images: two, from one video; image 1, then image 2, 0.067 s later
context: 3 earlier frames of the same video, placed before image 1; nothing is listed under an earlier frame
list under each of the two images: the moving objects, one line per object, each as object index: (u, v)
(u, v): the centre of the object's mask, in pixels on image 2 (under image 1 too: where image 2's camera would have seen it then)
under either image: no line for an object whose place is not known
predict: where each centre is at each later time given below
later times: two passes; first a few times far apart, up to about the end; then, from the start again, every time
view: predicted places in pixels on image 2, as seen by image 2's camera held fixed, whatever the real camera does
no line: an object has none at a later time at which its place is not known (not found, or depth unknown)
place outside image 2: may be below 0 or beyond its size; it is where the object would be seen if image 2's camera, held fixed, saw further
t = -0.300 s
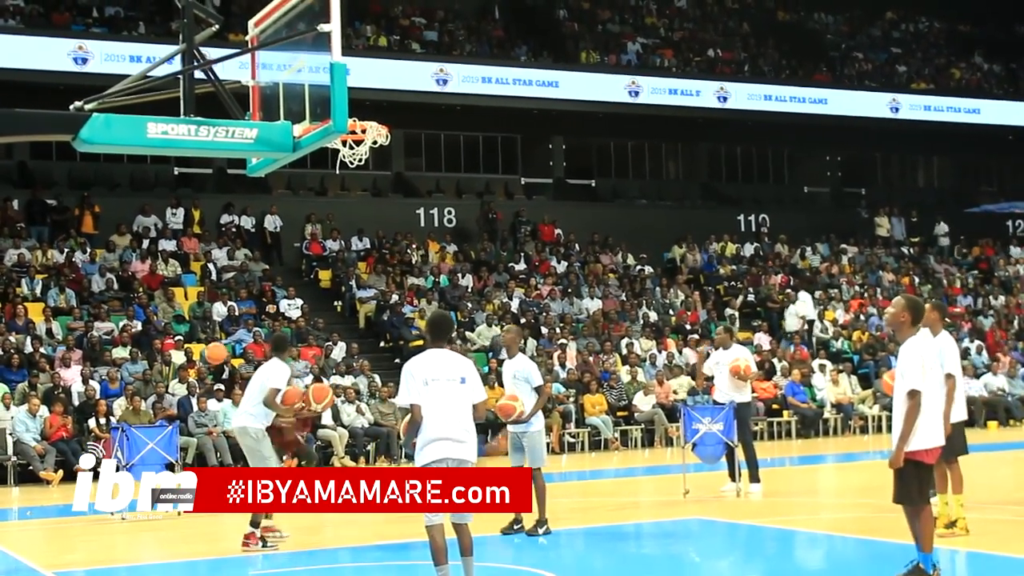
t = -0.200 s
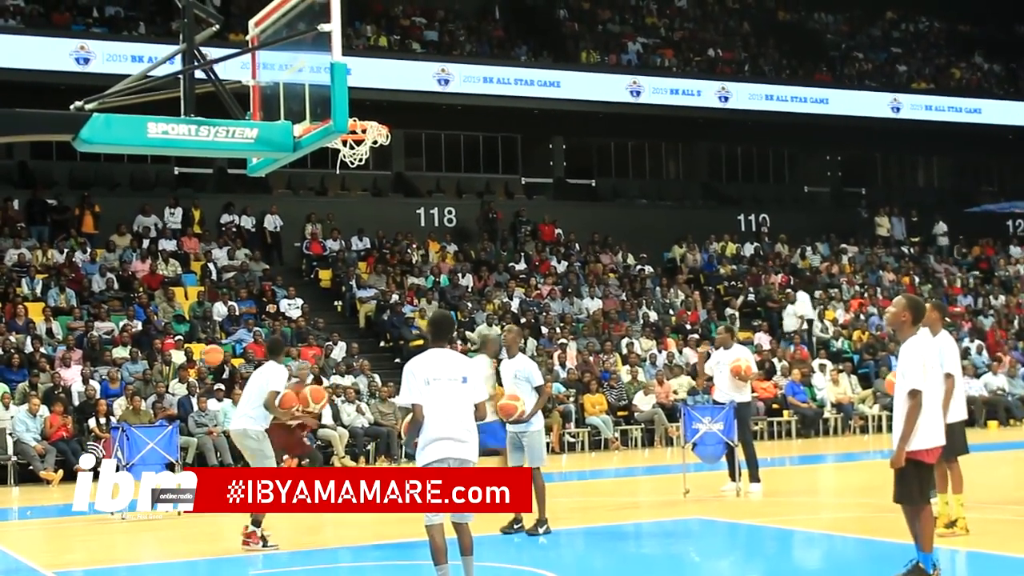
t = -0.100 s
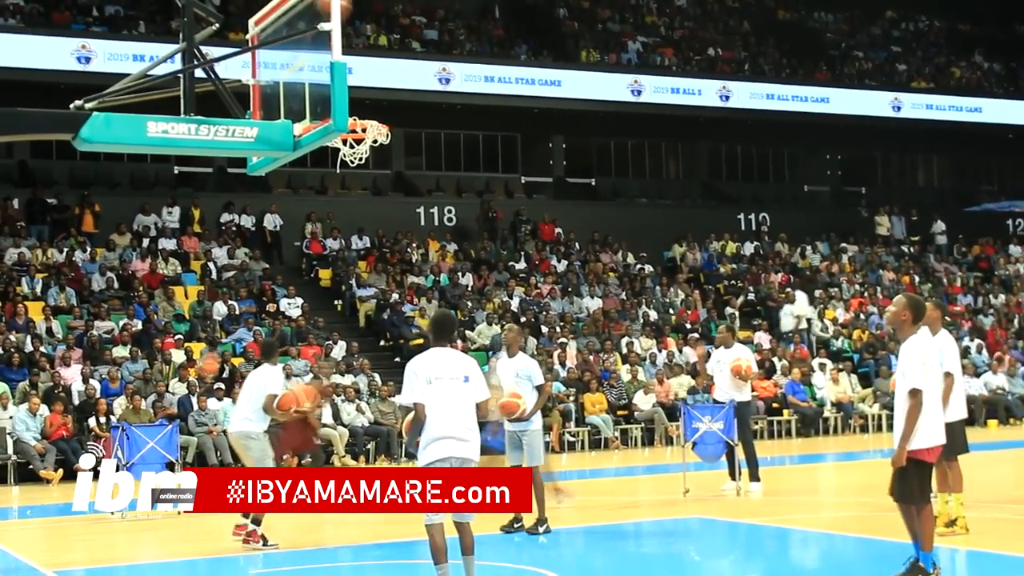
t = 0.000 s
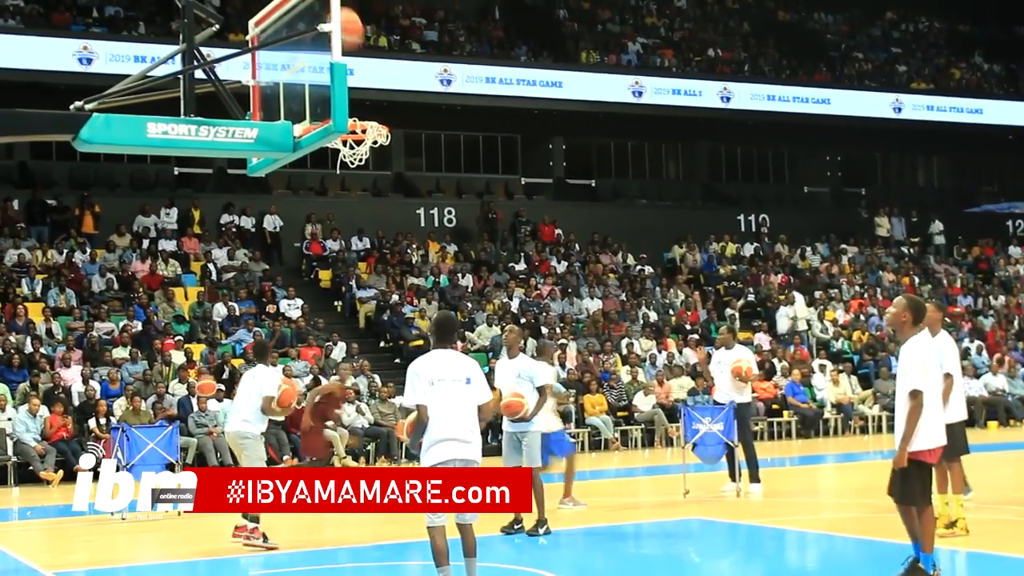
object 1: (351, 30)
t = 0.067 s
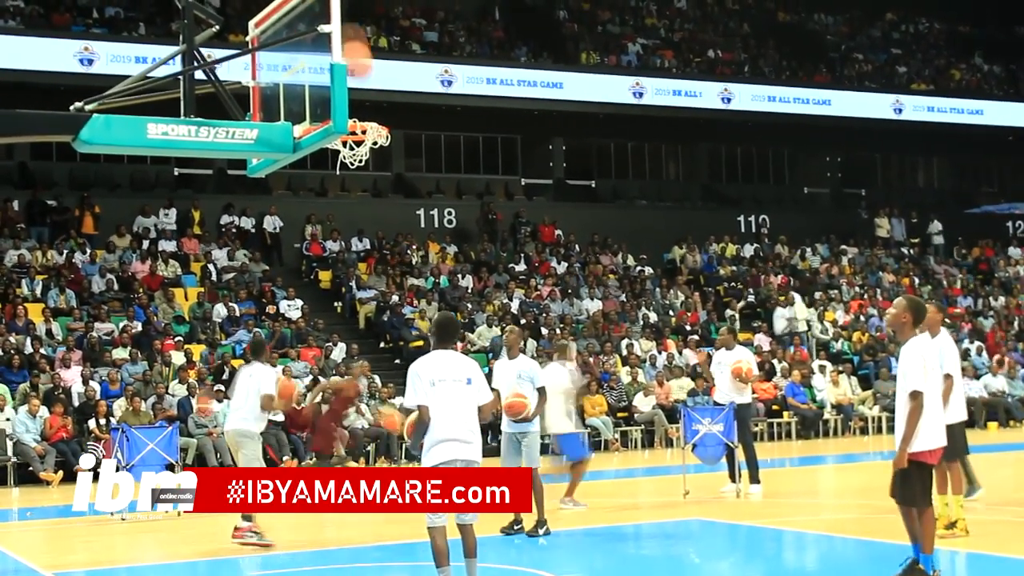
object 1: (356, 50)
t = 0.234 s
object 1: (365, 113)
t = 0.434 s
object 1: (385, 97)
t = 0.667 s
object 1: (430, 93)
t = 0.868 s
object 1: (471, 150)
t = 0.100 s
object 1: (358, 60)
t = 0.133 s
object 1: (365, 95)
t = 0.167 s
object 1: (369, 107)
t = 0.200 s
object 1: (366, 114)
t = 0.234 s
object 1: (365, 113)
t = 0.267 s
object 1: (354, 118)
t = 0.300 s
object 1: (367, 113)
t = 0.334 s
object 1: (372, 109)
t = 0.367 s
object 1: (374, 109)
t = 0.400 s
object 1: (379, 105)
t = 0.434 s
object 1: (385, 97)
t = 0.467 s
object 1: (390, 94)
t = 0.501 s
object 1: (396, 89)
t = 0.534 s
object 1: (402, 86)
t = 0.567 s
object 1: (409, 85)
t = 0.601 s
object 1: (416, 86)
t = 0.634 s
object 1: (424, 89)
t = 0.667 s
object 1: (430, 93)
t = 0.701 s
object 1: (438, 99)
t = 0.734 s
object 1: (445, 107)
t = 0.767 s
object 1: (449, 114)
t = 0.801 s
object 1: (457, 125)
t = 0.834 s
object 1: (466, 141)
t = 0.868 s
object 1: (471, 150)
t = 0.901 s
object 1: (480, 171)
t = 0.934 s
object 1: (489, 193)
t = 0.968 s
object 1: (495, 207)
